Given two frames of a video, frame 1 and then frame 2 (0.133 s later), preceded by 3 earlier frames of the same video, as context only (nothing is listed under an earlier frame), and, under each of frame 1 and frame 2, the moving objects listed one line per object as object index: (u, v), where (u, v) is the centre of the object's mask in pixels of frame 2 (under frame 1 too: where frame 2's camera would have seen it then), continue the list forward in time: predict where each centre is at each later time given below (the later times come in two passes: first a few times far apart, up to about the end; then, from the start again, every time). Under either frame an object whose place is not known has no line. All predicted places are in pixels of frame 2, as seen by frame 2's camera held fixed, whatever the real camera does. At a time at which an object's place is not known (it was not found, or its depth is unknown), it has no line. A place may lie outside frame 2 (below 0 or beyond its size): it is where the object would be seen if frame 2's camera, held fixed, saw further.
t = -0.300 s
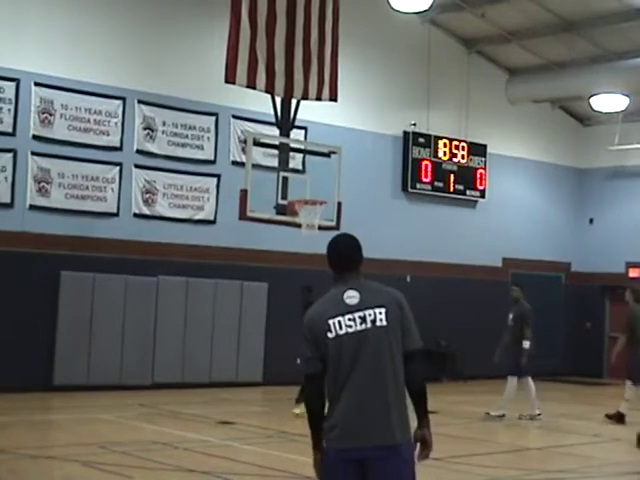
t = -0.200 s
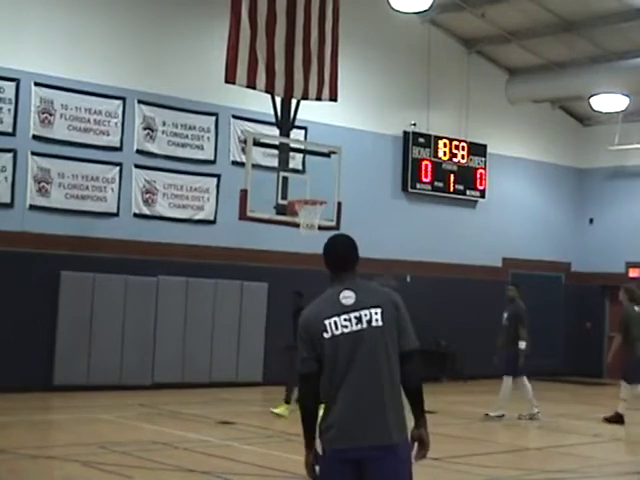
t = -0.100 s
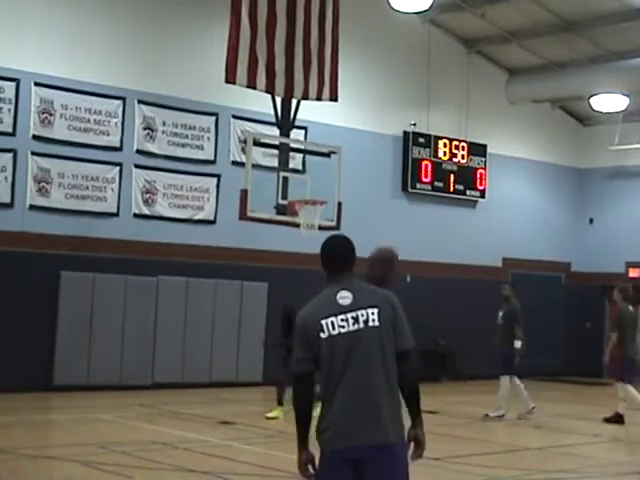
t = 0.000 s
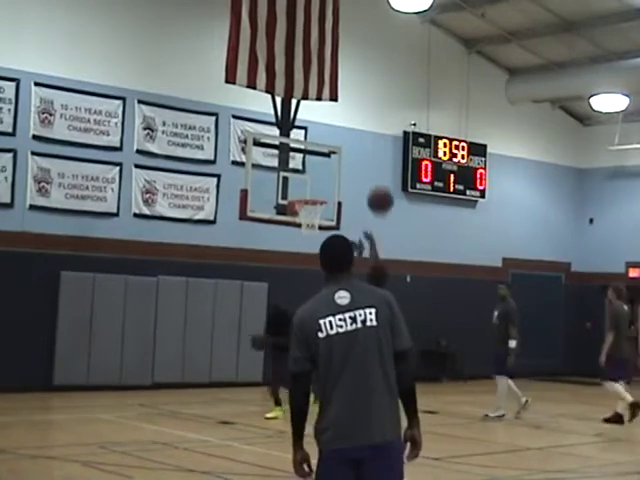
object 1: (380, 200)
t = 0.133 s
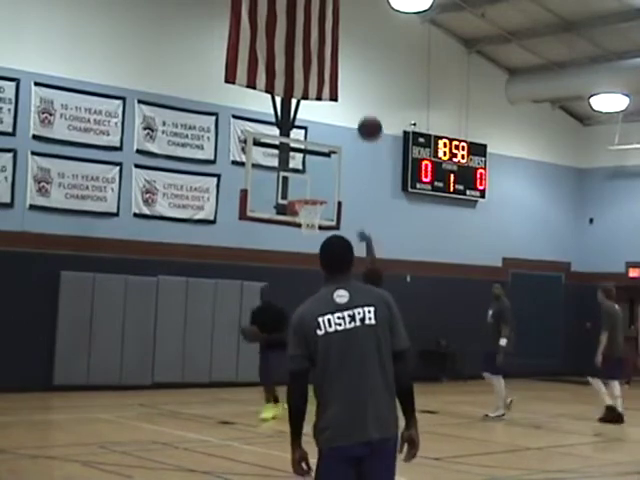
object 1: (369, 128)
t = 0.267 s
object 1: (360, 84)
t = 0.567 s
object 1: (343, 54)
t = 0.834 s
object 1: (327, 89)
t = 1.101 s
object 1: (313, 164)
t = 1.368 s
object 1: (310, 159)
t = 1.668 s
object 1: (318, 147)
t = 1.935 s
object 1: (335, 178)
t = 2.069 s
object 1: (345, 211)
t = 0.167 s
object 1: (367, 115)
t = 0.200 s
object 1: (364, 103)
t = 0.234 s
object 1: (362, 92)
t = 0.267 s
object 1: (360, 84)
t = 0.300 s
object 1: (357, 76)
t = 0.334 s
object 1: (355, 70)
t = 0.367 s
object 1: (353, 64)
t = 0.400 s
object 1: (351, 60)
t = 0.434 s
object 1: (349, 56)
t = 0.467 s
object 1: (347, 54)
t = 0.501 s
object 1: (346, 53)
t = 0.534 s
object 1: (345, 53)
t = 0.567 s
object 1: (343, 54)
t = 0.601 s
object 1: (342, 56)
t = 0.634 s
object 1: (338, 58)
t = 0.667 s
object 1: (336, 62)
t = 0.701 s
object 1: (335, 66)
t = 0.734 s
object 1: (333, 71)
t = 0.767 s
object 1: (331, 76)
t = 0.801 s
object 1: (329, 81)
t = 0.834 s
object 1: (327, 89)
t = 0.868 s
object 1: (326, 96)
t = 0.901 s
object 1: (324, 105)
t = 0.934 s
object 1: (322, 113)
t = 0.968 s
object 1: (320, 122)
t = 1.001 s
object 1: (319, 132)
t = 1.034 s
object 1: (317, 142)
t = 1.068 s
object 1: (315, 153)
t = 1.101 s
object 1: (313, 164)
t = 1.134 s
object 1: (312, 175)
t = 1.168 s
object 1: (310, 189)
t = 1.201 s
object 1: (310, 188)
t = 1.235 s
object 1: (310, 181)
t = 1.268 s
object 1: (310, 174)
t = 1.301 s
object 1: (310, 169)
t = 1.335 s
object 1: (310, 163)
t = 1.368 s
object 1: (310, 159)
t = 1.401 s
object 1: (310, 156)
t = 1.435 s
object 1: (310, 153)
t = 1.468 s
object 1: (310, 150)
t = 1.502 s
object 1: (310, 150)
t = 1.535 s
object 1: (310, 150)
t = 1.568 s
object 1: (311, 149)
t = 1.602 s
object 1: (313, 147)
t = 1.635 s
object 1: (315, 147)
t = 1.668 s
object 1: (318, 147)
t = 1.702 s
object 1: (320, 148)
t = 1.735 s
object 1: (322, 151)
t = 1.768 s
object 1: (325, 154)
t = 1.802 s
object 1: (326, 157)
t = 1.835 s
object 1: (329, 161)
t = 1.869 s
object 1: (331, 166)
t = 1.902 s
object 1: (333, 172)
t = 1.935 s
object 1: (335, 178)
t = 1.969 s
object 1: (337, 186)
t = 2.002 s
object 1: (339, 194)
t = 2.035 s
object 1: (341, 202)
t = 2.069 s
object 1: (345, 211)
